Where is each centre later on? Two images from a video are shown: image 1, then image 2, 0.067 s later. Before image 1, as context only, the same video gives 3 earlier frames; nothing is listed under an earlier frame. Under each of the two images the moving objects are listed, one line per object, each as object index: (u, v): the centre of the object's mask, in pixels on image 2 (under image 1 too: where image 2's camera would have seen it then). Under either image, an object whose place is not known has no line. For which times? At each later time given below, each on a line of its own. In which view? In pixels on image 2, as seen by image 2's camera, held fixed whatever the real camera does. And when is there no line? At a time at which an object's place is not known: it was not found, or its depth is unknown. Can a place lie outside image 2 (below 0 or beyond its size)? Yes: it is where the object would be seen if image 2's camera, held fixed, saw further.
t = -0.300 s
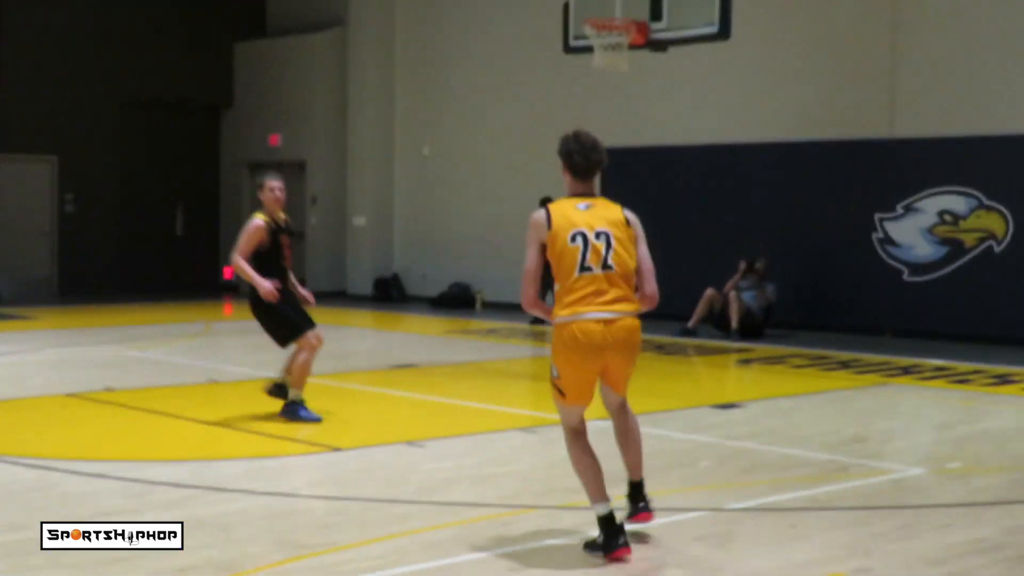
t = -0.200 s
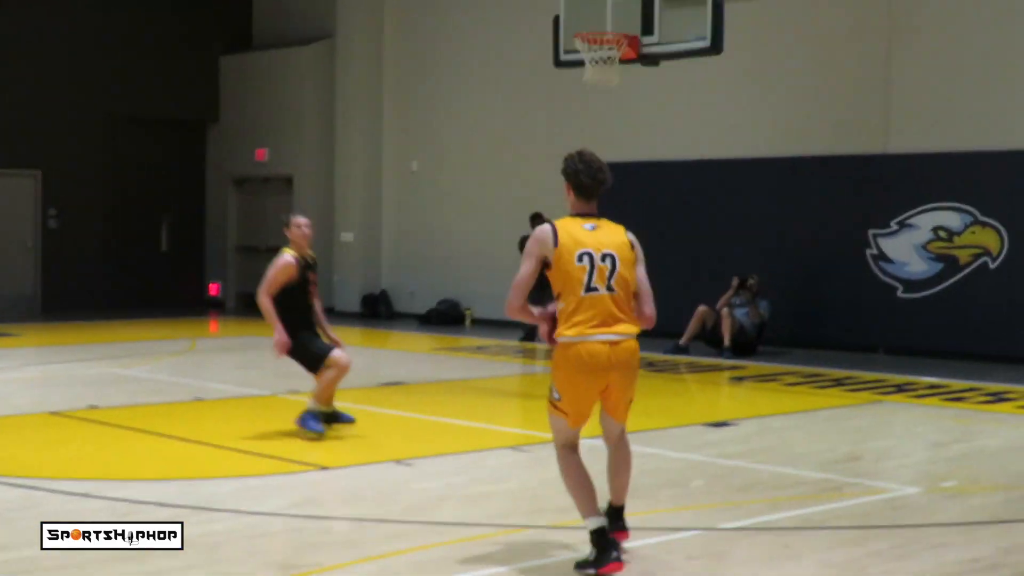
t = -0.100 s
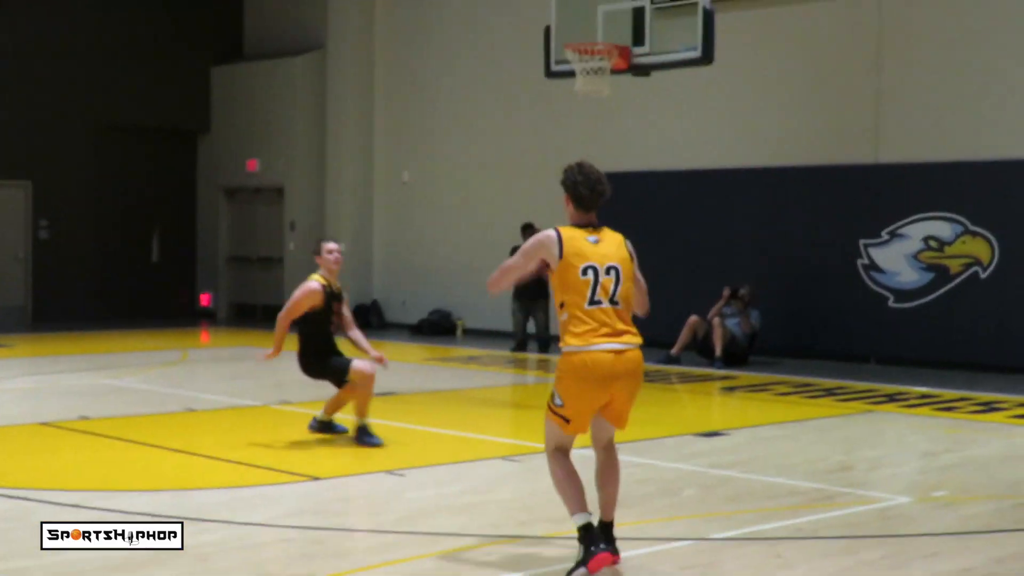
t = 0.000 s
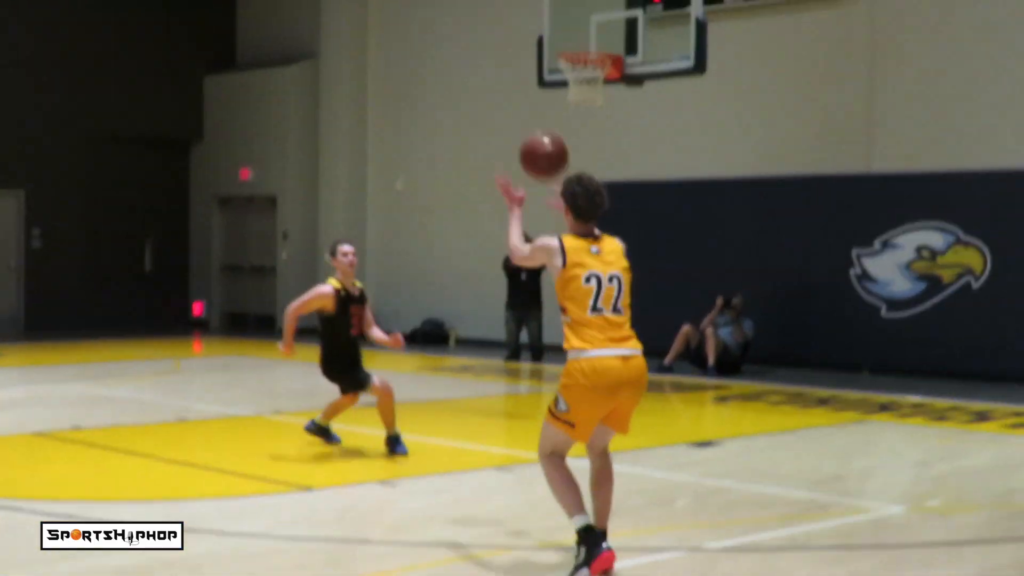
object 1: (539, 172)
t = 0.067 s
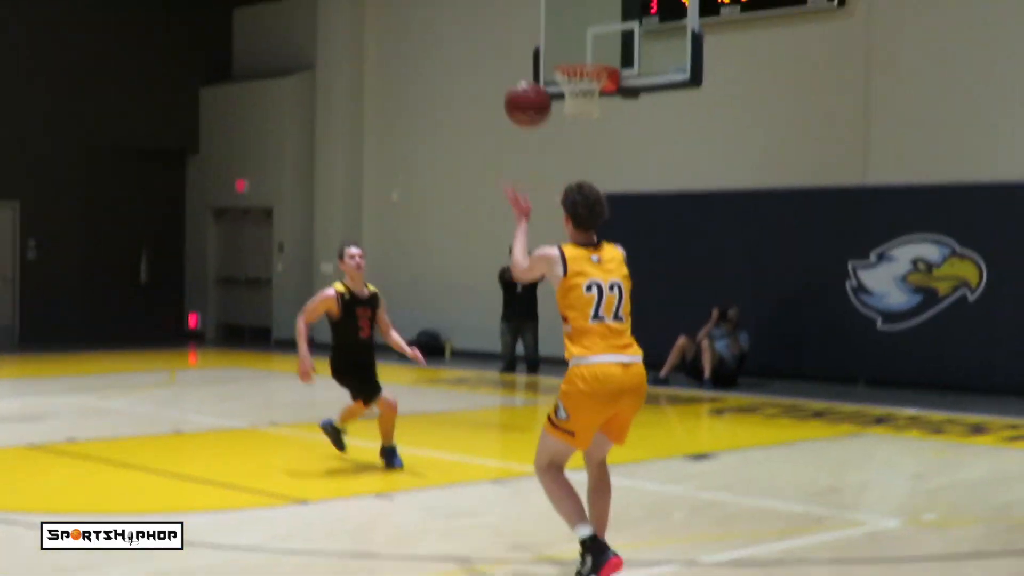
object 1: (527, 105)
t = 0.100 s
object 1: (523, 77)
